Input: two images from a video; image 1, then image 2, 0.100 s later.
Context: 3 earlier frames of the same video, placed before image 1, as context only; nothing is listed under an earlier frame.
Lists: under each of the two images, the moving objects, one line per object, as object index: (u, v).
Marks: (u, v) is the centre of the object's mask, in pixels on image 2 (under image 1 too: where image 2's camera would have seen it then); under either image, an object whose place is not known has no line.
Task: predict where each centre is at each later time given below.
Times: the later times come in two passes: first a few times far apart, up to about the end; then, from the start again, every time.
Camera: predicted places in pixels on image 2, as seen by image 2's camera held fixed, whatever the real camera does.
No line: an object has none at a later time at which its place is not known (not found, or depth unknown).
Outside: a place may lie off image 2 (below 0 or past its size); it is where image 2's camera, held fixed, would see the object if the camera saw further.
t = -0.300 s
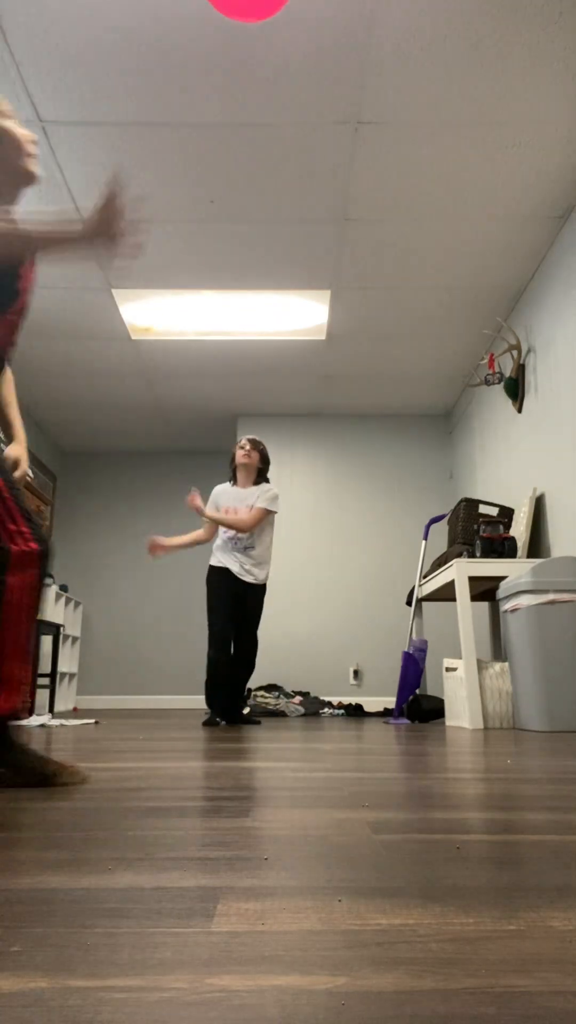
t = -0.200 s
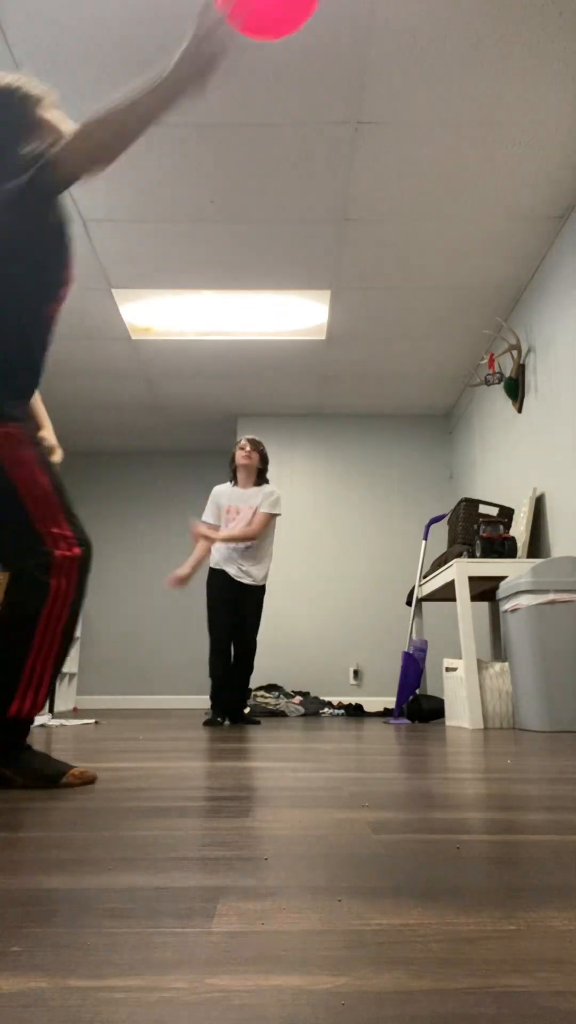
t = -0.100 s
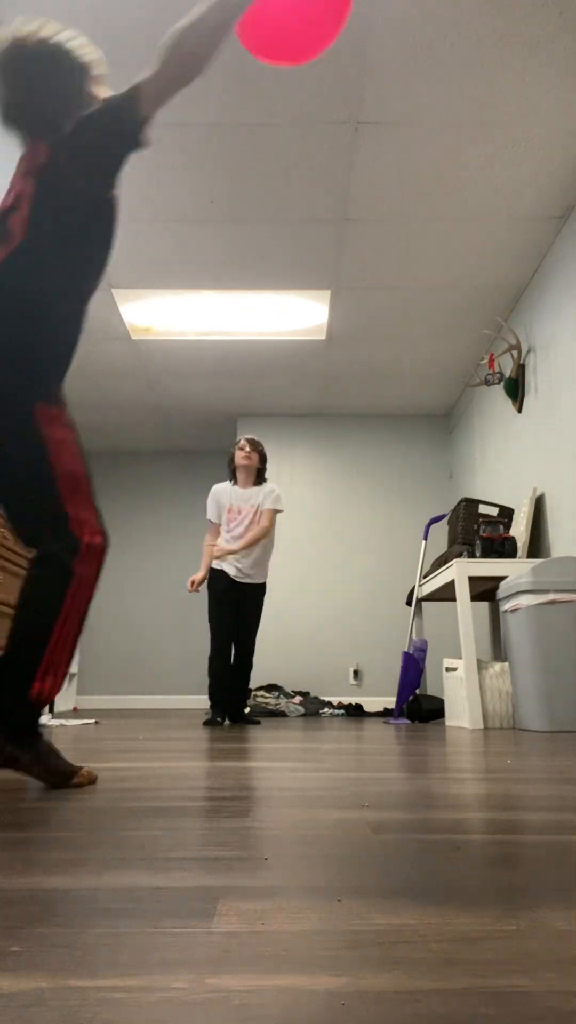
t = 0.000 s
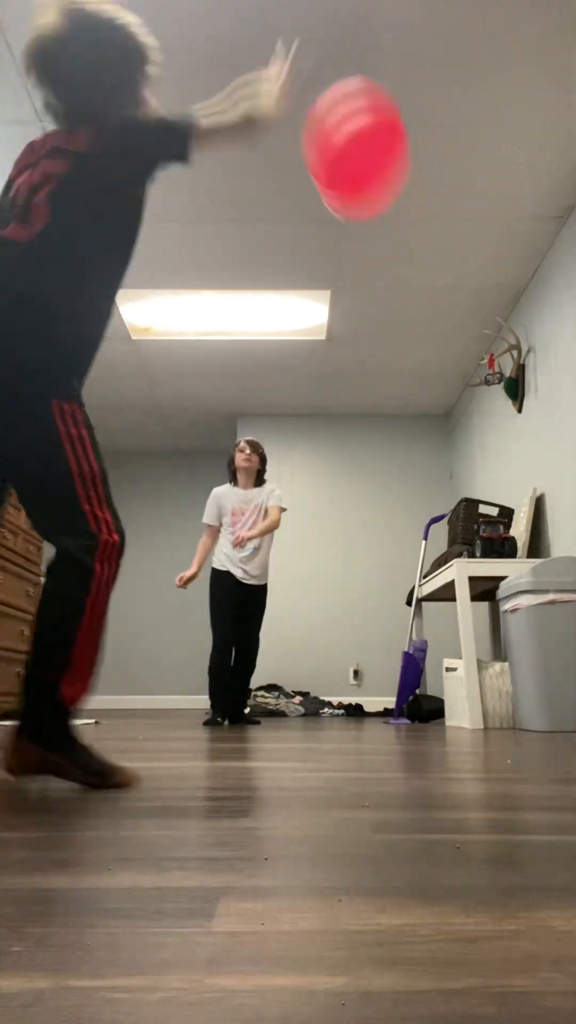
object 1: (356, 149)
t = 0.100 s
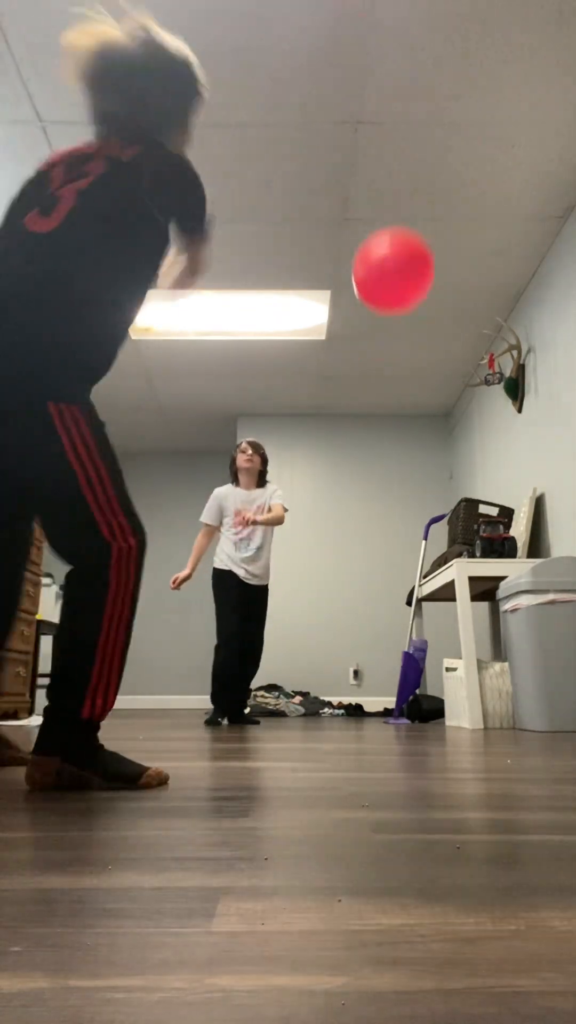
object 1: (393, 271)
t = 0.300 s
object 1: (381, 350)
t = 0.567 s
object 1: (381, 409)
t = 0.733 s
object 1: (383, 448)
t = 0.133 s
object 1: (393, 291)
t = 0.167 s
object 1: (392, 307)
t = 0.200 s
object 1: (390, 320)
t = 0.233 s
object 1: (387, 332)
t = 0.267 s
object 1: (383, 342)
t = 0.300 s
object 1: (381, 350)
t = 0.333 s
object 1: (379, 357)
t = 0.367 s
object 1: (379, 364)
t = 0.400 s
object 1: (379, 371)
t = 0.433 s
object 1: (379, 379)
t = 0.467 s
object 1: (379, 386)
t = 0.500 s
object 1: (380, 394)
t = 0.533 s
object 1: (380, 401)
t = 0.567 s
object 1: (381, 409)
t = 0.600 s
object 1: (382, 417)
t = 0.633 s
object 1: (382, 424)
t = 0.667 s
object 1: (383, 432)
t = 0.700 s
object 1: (383, 440)
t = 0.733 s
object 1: (383, 448)
